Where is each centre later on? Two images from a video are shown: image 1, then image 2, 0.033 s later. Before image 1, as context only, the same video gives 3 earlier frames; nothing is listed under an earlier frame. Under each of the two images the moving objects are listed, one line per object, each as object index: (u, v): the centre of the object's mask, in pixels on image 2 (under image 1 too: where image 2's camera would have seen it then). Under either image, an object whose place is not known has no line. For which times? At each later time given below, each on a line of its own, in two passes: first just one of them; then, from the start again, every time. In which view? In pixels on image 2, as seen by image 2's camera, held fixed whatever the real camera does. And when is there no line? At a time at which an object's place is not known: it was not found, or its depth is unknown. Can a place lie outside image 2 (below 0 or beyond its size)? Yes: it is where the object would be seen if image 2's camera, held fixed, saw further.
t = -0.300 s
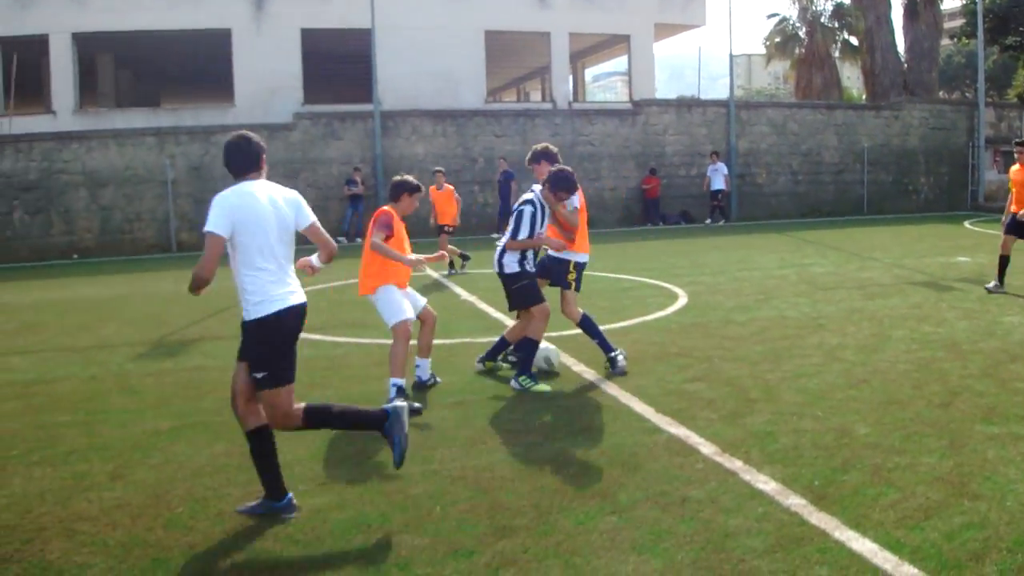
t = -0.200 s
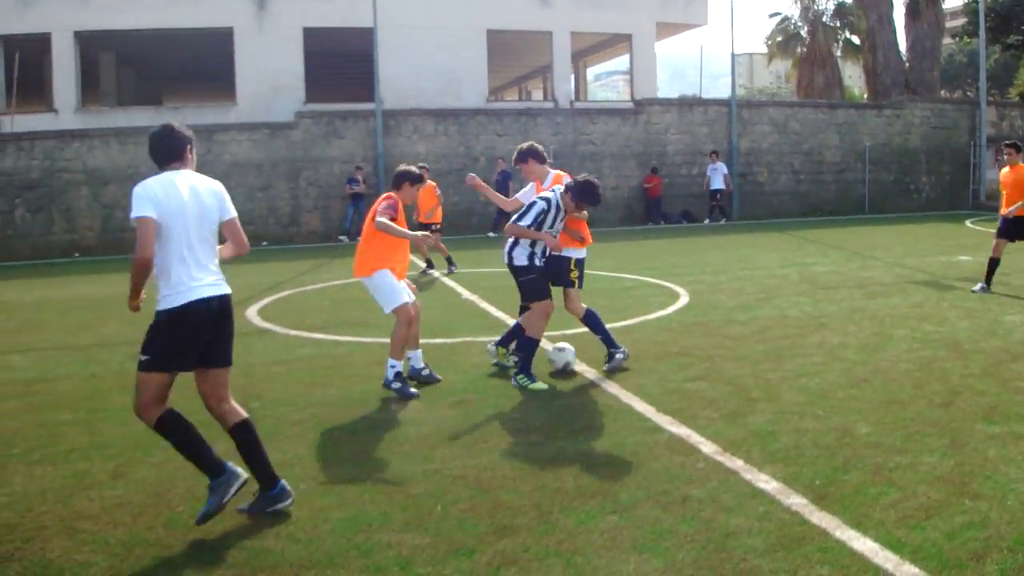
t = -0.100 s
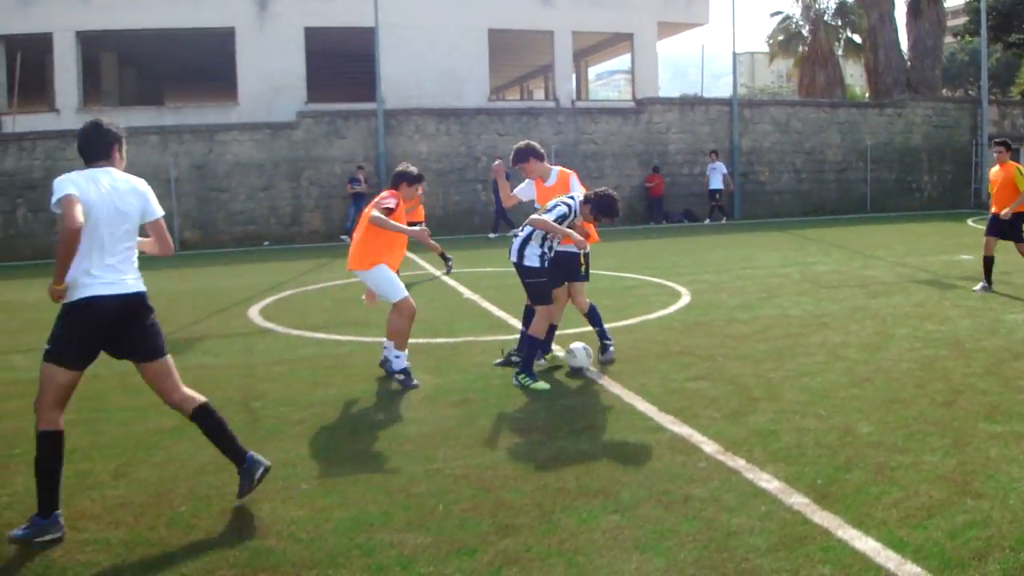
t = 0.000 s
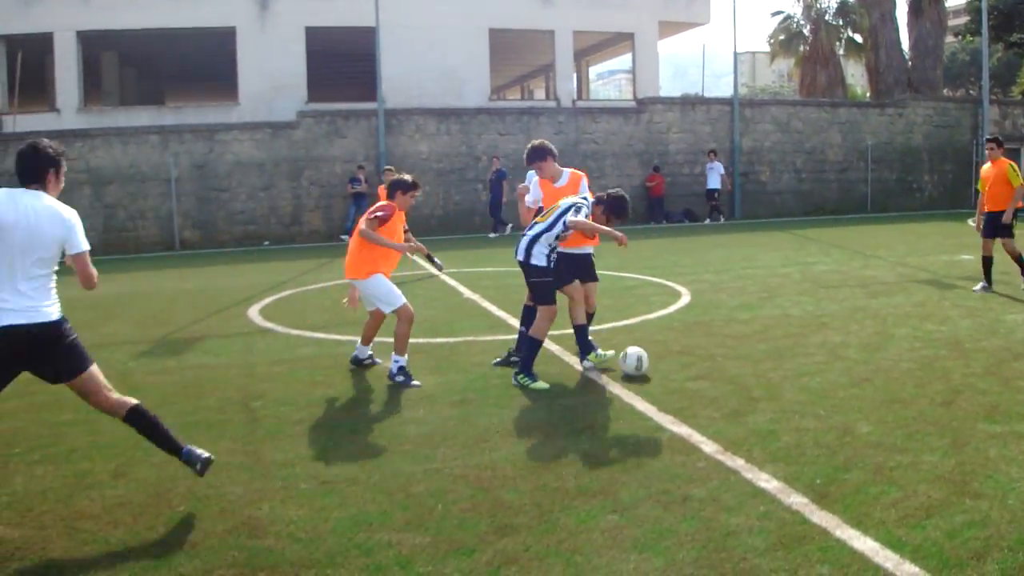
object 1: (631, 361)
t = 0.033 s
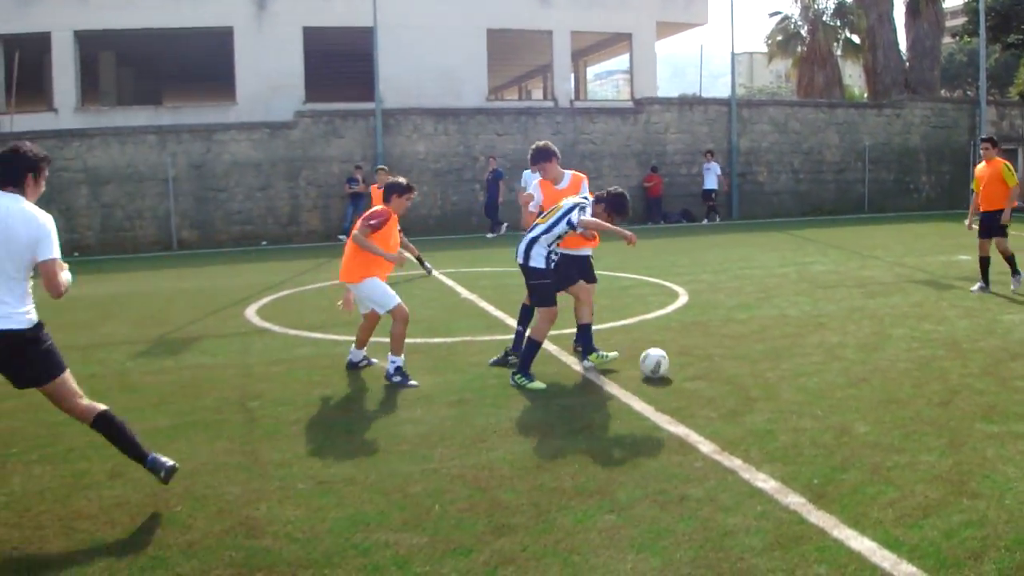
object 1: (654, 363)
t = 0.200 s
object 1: (761, 371)
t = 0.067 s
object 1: (676, 364)
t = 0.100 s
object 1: (699, 366)
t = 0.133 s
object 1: (721, 368)
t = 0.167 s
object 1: (742, 369)
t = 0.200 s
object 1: (761, 371)
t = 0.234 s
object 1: (781, 373)
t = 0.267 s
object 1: (800, 374)
